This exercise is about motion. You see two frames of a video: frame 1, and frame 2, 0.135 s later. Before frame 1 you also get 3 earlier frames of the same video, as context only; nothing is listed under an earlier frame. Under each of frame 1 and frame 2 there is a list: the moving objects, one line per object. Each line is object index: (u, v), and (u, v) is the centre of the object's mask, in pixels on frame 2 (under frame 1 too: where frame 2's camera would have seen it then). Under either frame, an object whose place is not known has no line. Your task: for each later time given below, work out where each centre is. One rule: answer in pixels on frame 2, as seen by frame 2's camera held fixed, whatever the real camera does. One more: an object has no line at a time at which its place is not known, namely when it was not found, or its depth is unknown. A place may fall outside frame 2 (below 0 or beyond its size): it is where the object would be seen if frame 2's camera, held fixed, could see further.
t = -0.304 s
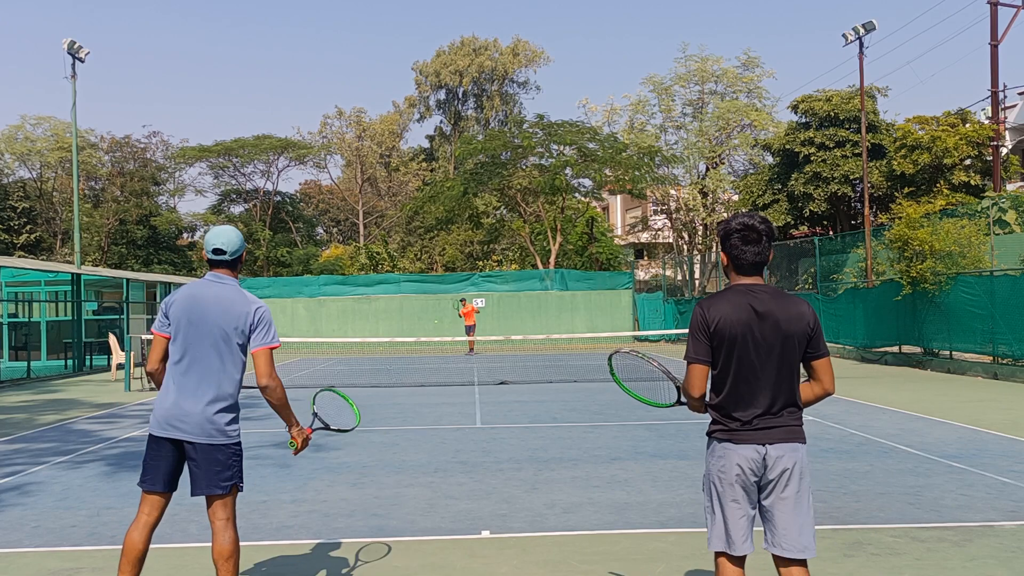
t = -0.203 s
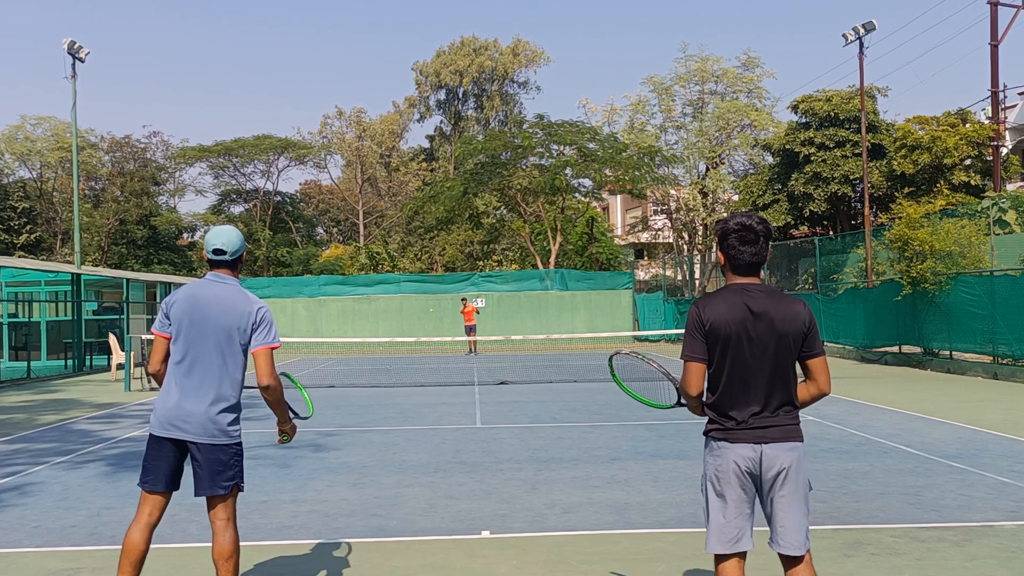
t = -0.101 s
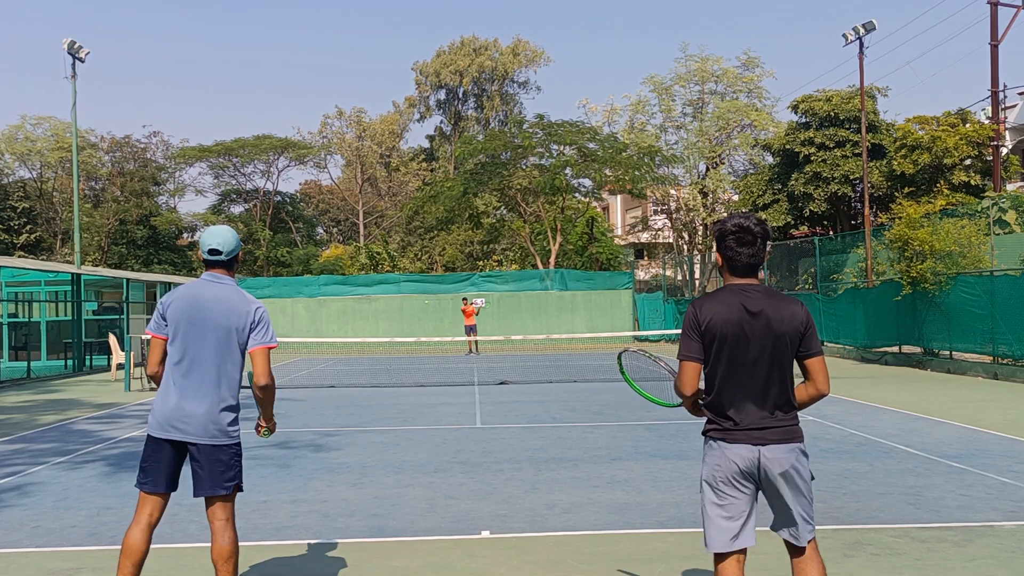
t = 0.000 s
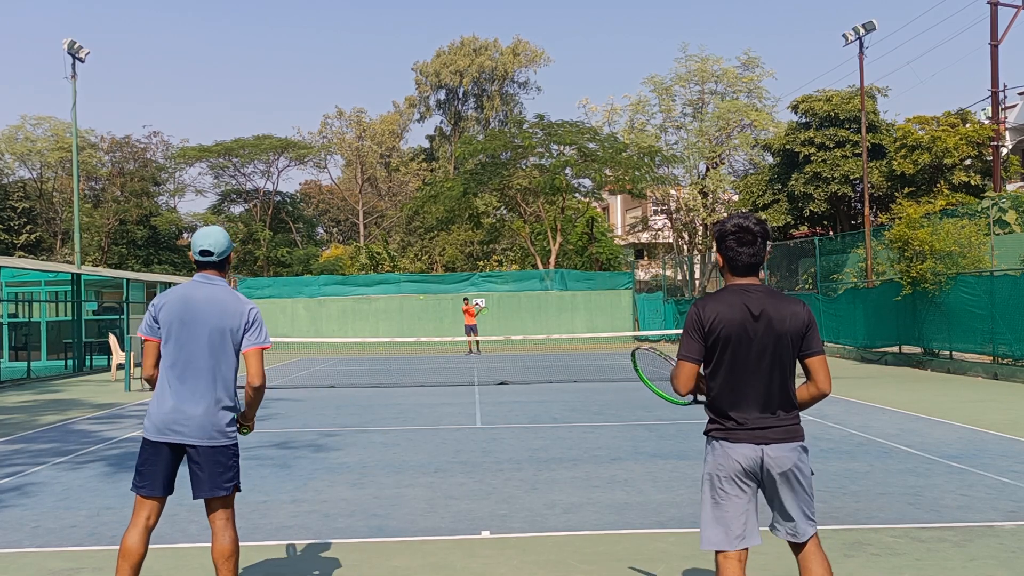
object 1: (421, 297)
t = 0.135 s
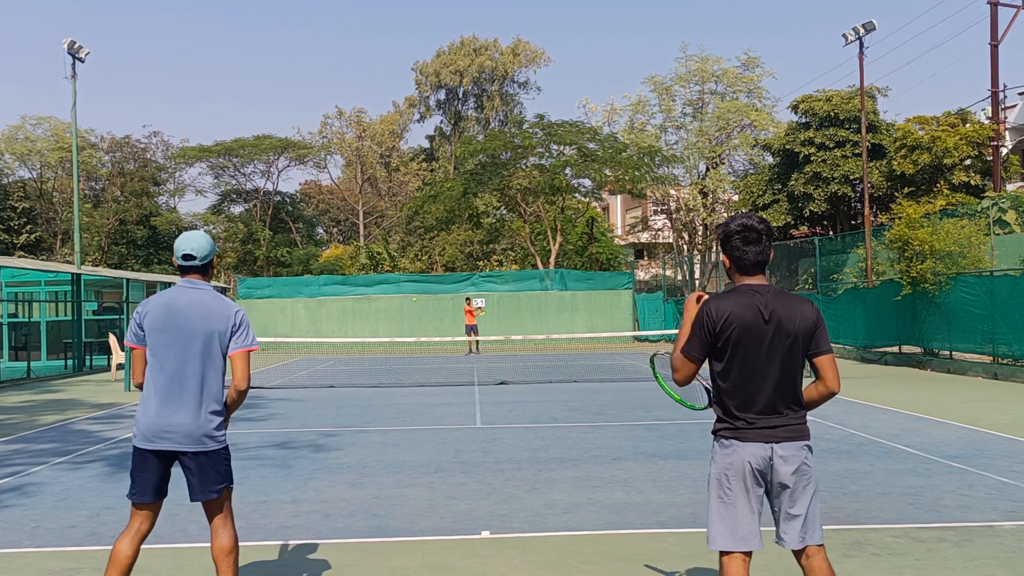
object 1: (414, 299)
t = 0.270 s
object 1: (407, 314)
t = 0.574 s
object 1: (387, 439)
